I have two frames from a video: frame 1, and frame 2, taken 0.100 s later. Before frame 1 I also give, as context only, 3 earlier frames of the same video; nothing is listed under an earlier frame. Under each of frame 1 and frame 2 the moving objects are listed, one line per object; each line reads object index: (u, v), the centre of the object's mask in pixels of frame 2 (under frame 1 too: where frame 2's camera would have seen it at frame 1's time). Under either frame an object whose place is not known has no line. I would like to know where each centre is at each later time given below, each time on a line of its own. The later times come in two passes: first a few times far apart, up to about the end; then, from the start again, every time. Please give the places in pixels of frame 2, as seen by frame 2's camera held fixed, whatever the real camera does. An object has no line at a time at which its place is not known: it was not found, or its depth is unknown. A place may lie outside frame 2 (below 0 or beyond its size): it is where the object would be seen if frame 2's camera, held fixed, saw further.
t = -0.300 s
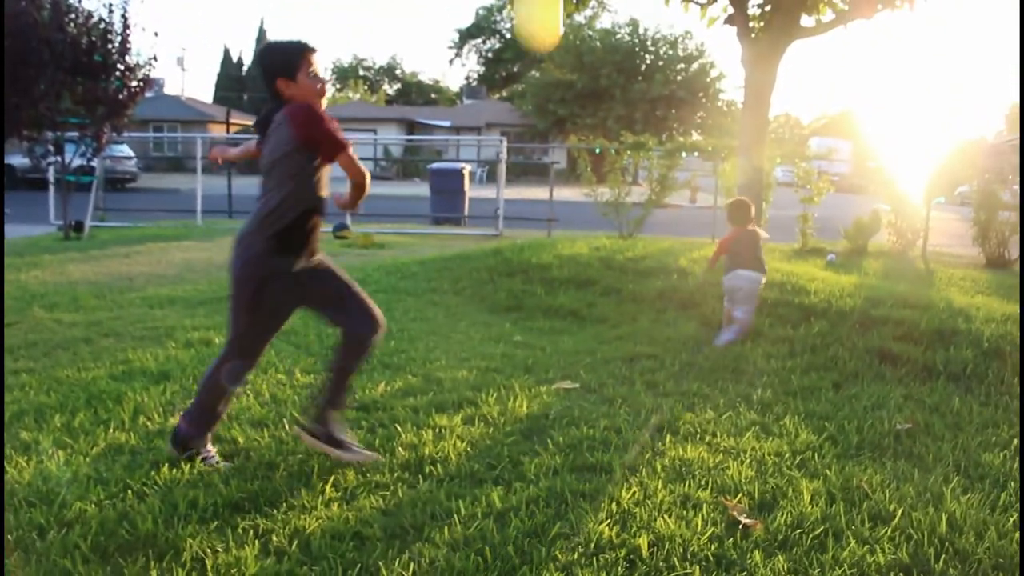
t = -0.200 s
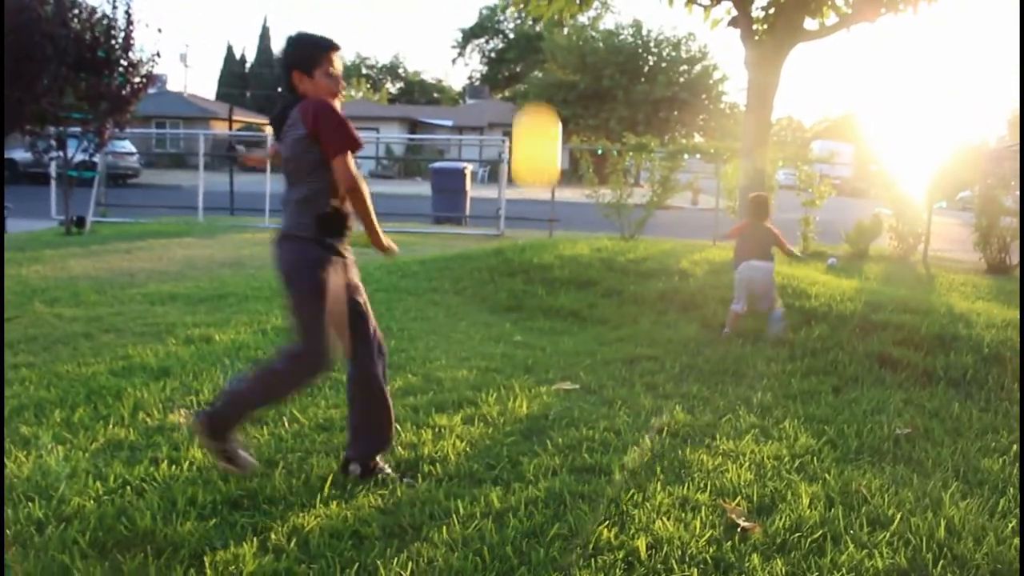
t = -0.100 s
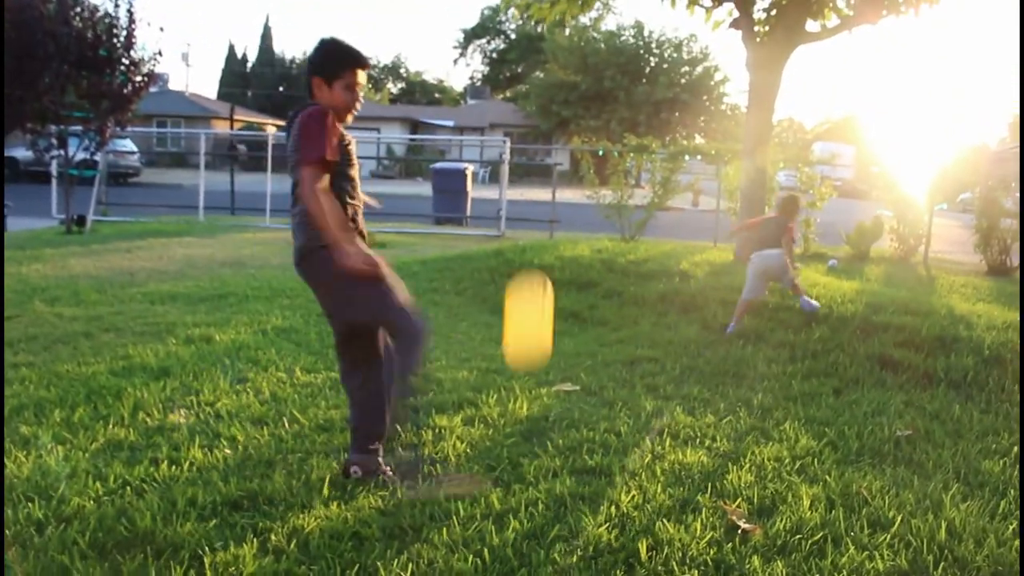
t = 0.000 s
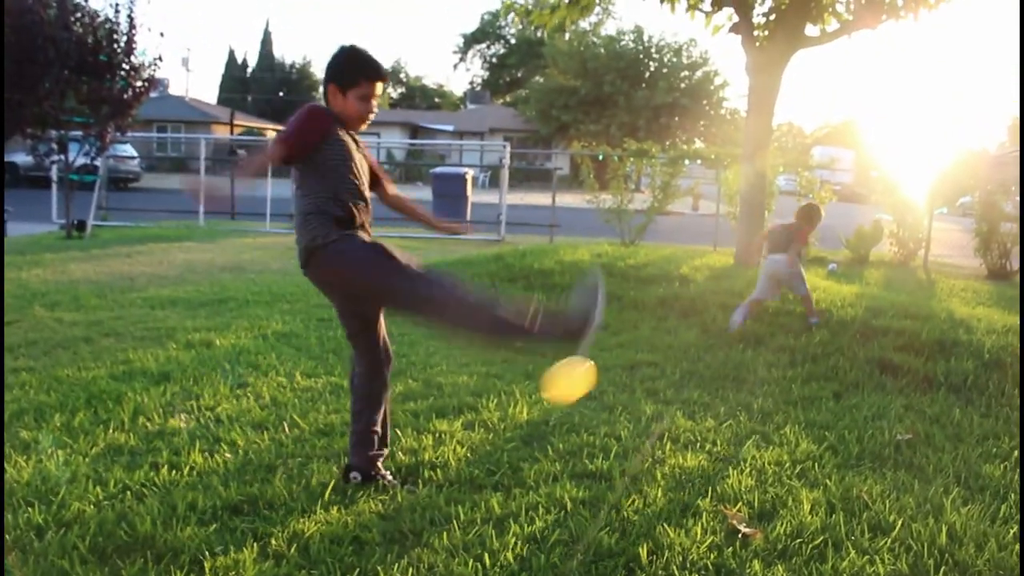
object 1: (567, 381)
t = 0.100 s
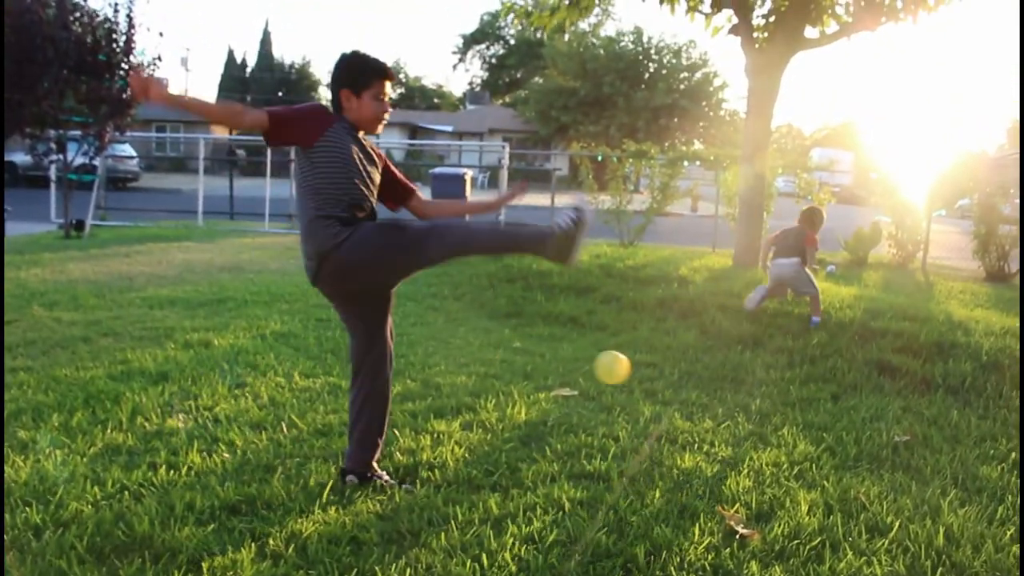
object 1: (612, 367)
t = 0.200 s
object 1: (633, 346)
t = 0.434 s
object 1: (649, 289)
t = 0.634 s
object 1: (645, 261)
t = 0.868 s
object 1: (636, 250)
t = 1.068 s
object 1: (630, 243)
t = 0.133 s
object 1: (622, 371)
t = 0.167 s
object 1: (629, 365)
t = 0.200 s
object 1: (633, 346)
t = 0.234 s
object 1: (637, 329)
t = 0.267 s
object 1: (640, 316)
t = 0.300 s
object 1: (643, 305)
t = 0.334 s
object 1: (645, 297)
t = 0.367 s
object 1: (646, 293)
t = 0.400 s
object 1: (647, 289)
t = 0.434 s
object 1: (649, 289)
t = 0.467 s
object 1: (649, 290)
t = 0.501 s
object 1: (648, 287)
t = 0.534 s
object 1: (647, 279)
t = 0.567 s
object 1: (647, 273)
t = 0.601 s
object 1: (646, 266)
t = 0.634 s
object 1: (645, 261)
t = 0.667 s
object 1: (643, 258)
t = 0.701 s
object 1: (642, 256)
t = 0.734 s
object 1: (641, 255)
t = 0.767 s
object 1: (639, 255)
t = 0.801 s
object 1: (639, 253)
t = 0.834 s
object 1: (637, 252)
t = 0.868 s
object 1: (636, 250)
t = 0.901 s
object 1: (635, 249)
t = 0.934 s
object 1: (634, 247)
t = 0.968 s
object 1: (633, 246)
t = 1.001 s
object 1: (632, 245)
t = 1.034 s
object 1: (630, 244)
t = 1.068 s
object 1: (630, 243)
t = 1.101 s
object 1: (630, 244)
